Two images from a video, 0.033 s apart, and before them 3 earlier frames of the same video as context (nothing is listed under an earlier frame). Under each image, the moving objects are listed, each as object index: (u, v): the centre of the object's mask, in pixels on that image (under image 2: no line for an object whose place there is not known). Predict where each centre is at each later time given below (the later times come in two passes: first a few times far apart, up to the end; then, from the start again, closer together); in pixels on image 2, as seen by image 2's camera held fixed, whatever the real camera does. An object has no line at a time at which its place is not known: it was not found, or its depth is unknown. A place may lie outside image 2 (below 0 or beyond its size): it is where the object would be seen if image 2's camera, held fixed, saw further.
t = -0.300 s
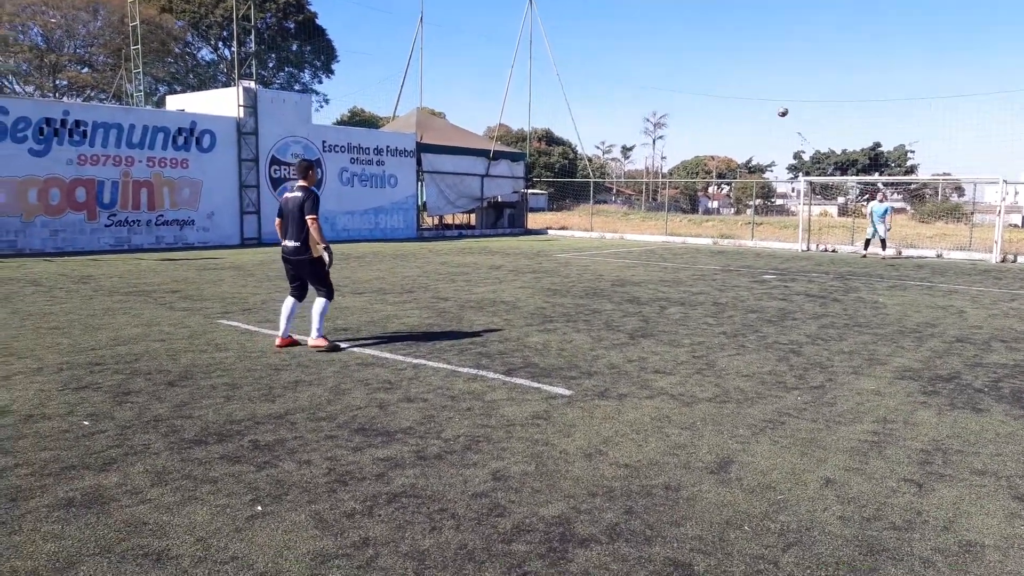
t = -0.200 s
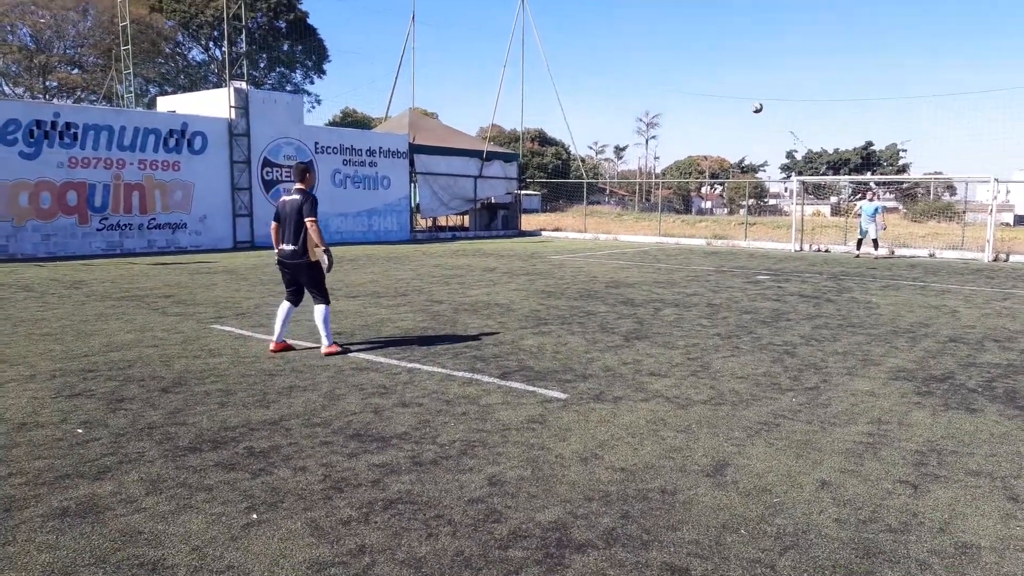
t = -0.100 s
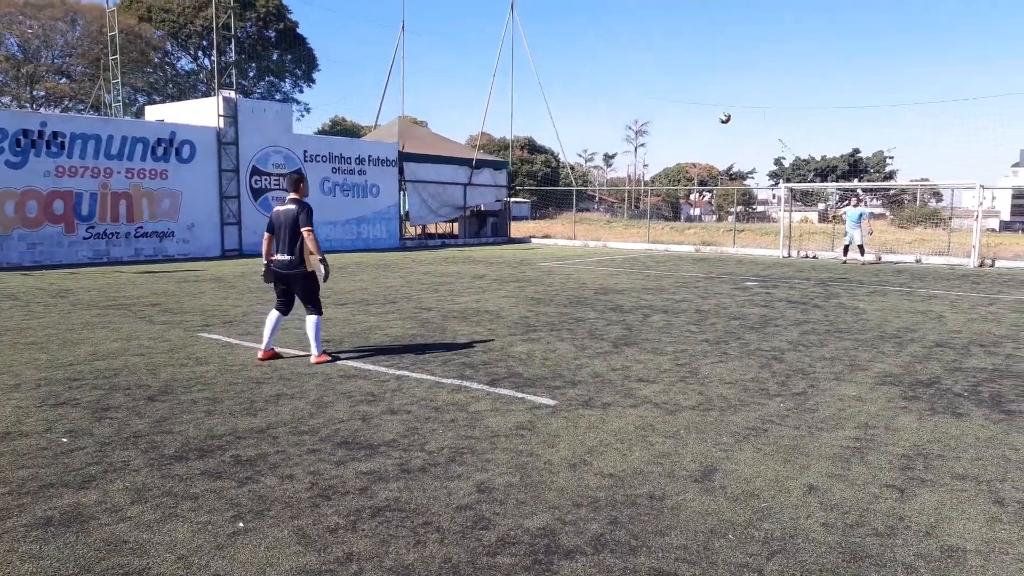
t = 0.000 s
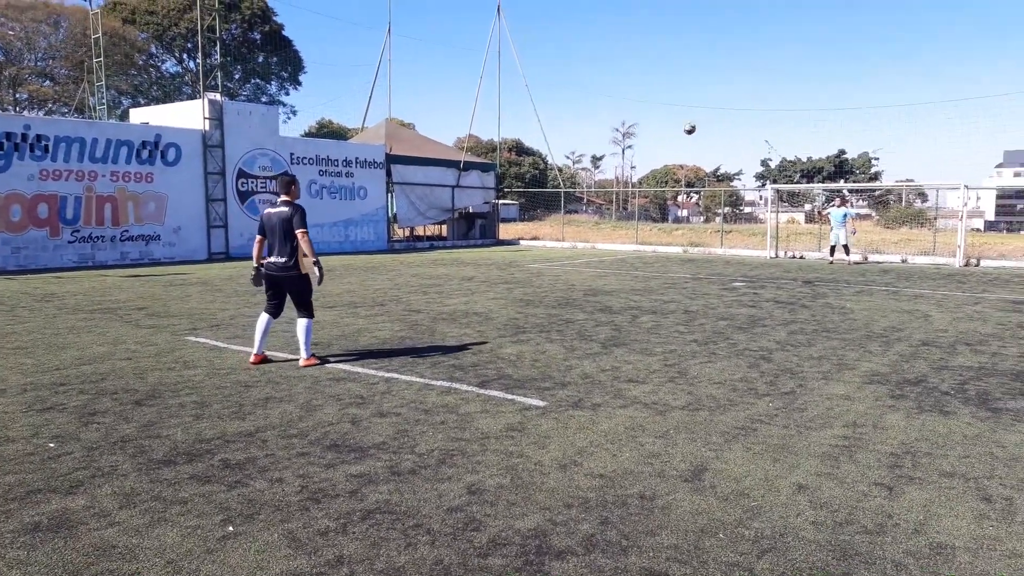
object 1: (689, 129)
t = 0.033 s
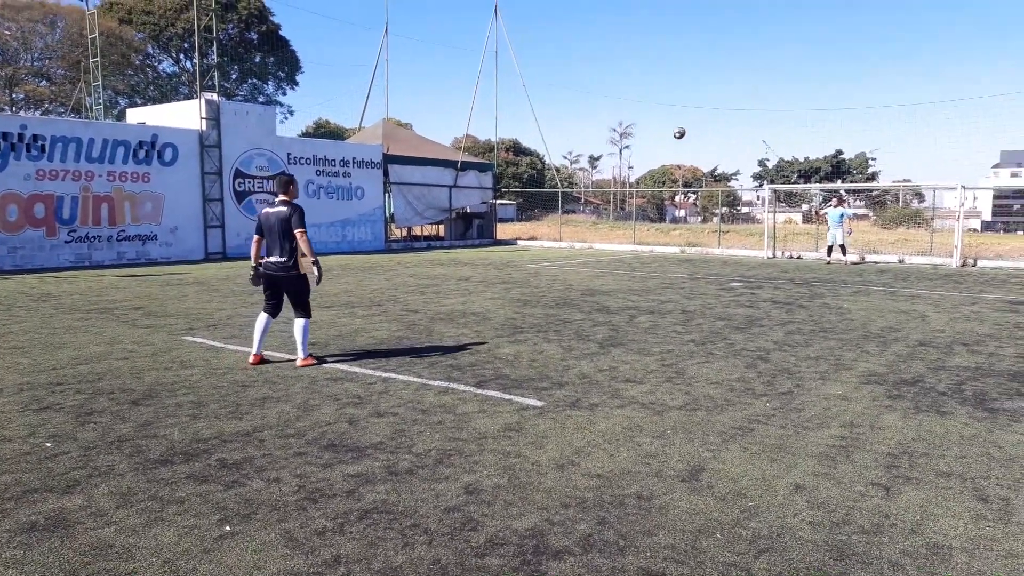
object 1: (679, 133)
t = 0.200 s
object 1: (635, 167)
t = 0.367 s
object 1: (584, 230)
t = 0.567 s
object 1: (513, 307)
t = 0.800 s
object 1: (463, 220)
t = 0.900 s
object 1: (439, 194)
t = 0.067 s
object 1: (671, 139)
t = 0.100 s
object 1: (663, 144)
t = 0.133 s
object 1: (654, 151)
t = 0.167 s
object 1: (644, 159)
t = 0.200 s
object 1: (635, 167)
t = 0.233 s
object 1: (625, 177)
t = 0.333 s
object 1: (595, 214)
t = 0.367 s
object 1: (584, 230)
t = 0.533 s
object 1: (520, 322)
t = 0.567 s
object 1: (513, 307)
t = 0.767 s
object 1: (472, 230)
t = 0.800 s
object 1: (463, 220)
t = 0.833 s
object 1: (455, 210)
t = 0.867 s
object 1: (447, 202)
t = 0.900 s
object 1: (439, 194)
